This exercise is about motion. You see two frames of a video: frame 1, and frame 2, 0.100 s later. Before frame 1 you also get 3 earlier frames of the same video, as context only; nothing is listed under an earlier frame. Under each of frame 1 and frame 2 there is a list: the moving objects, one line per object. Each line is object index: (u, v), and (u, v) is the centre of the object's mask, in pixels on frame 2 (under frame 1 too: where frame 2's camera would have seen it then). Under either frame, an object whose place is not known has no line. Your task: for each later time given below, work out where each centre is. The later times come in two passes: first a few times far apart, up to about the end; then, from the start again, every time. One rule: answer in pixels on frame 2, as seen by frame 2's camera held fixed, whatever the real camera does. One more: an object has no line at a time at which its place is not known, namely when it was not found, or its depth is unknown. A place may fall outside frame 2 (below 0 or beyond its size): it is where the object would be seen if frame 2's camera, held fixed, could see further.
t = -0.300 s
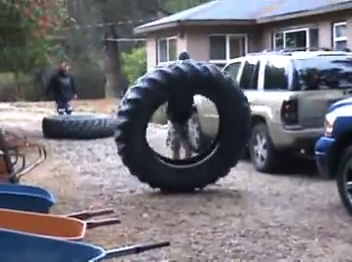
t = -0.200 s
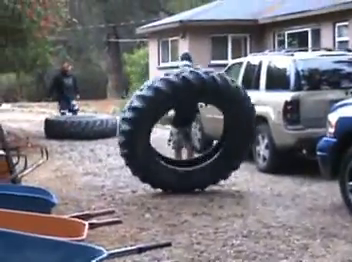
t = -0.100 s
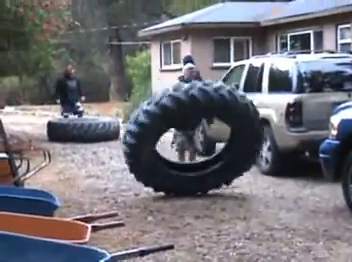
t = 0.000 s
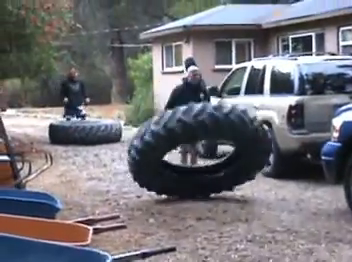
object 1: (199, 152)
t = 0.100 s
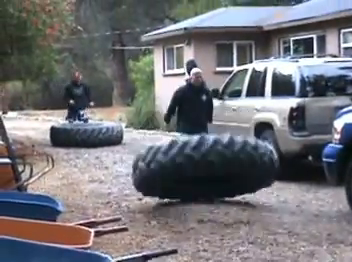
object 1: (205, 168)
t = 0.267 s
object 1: (211, 197)
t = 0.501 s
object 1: (214, 199)
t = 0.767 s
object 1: (214, 200)
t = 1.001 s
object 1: (214, 200)
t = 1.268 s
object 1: (214, 200)
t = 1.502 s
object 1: (215, 200)
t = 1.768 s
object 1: (215, 200)
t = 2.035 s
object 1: (215, 201)
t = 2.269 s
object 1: (216, 201)
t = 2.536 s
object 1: (217, 202)
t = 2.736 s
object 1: (217, 202)
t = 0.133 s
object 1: (206, 174)
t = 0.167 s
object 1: (208, 183)
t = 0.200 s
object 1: (209, 194)
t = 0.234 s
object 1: (210, 198)
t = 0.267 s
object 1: (211, 197)
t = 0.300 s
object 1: (212, 197)
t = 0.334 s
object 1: (212, 197)
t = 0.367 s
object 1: (212, 196)
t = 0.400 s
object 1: (212, 196)
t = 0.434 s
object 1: (212, 196)
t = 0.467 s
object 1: (213, 198)
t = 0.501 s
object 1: (214, 199)
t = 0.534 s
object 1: (214, 200)
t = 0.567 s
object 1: (214, 200)
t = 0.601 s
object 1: (214, 200)
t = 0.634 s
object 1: (214, 199)
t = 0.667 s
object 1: (214, 199)
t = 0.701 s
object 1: (214, 200)
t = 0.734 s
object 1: (214, 200)
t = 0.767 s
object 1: (214, 200)
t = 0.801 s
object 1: (214, 200)
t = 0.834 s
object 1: (214, 200)
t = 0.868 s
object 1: (214, 200)
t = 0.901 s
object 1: (214, 200)
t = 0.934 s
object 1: (214, 200)
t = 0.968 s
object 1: (214, 200)
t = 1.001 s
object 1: (214, 200)
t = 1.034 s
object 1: (214, 200)
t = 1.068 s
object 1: (214, 200)
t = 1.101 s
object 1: (214, 200)
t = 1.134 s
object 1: (215, 200)
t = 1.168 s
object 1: (214, 200)
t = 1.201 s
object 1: (214, 200)
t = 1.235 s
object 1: (214, 200)
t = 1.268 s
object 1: (214, 200)
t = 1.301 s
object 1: (214, 200)
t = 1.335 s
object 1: (214, 200)
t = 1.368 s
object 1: (215, 200)
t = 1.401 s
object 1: (215, 200)
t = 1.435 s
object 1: (215, 200)
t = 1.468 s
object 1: (215, 200)
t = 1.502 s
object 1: (215, 200)
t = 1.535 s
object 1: (215, 201)
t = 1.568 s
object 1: (215, 201)
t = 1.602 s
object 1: (215, 201)
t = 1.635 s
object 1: (215, 201)
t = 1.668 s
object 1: (215, 201)
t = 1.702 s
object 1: (215, 201)
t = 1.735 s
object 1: (215, 201)
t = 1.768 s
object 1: (215, 200)
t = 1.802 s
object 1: (216, 201)
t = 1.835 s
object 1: (215, 201)
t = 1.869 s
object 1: (215, 201)
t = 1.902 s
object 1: (215, 201)
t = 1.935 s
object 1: (216, 201)
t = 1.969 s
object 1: (216, 201)
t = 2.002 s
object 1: (216, 201)
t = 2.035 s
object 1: (215, 201)
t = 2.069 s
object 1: (216, 201)
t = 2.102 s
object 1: (216, 201)
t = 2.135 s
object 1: (216, 201)
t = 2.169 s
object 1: (216, 201)
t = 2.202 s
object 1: (216, 201)
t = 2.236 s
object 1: (216, 201)
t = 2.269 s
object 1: (216, 201)
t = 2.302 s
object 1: (216, 201)
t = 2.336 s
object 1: (216, 201)
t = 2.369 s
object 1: (216, 202)
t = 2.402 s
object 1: (216, 201)
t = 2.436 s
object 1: (216, 201)
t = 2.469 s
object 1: (216, 202)
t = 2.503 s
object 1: (217, 202)
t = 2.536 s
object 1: (217, 202)
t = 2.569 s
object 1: (217, 202)
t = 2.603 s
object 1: (217, 202)
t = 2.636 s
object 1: (217, 202)
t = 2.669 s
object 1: (217, 202)
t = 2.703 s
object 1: (217, 203)
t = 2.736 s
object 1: (217, 202)
